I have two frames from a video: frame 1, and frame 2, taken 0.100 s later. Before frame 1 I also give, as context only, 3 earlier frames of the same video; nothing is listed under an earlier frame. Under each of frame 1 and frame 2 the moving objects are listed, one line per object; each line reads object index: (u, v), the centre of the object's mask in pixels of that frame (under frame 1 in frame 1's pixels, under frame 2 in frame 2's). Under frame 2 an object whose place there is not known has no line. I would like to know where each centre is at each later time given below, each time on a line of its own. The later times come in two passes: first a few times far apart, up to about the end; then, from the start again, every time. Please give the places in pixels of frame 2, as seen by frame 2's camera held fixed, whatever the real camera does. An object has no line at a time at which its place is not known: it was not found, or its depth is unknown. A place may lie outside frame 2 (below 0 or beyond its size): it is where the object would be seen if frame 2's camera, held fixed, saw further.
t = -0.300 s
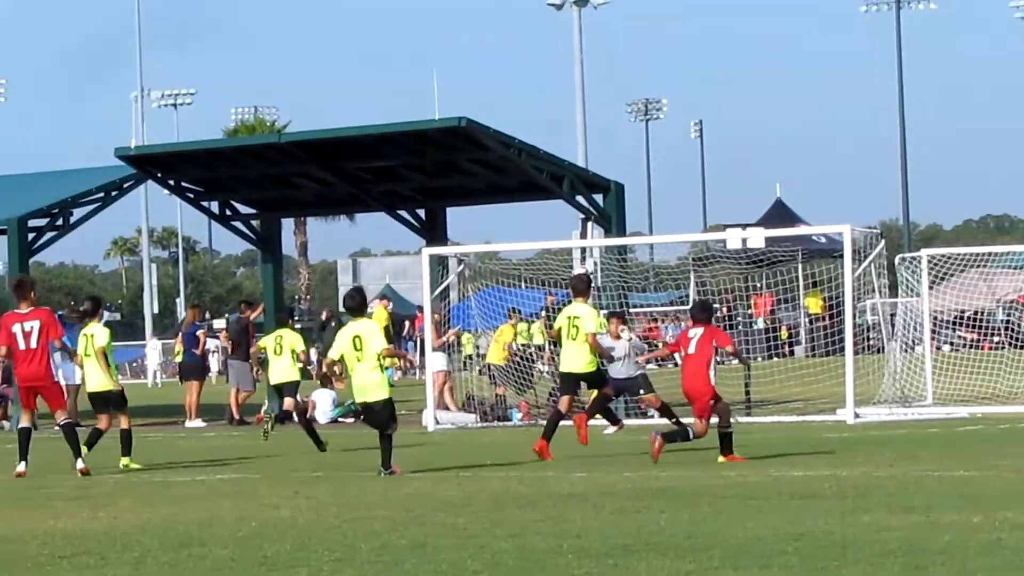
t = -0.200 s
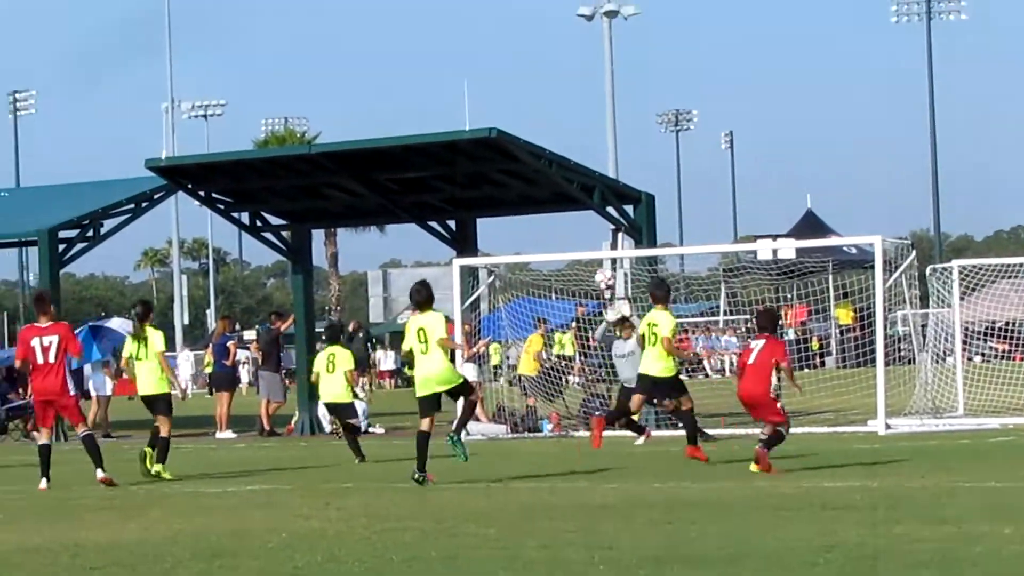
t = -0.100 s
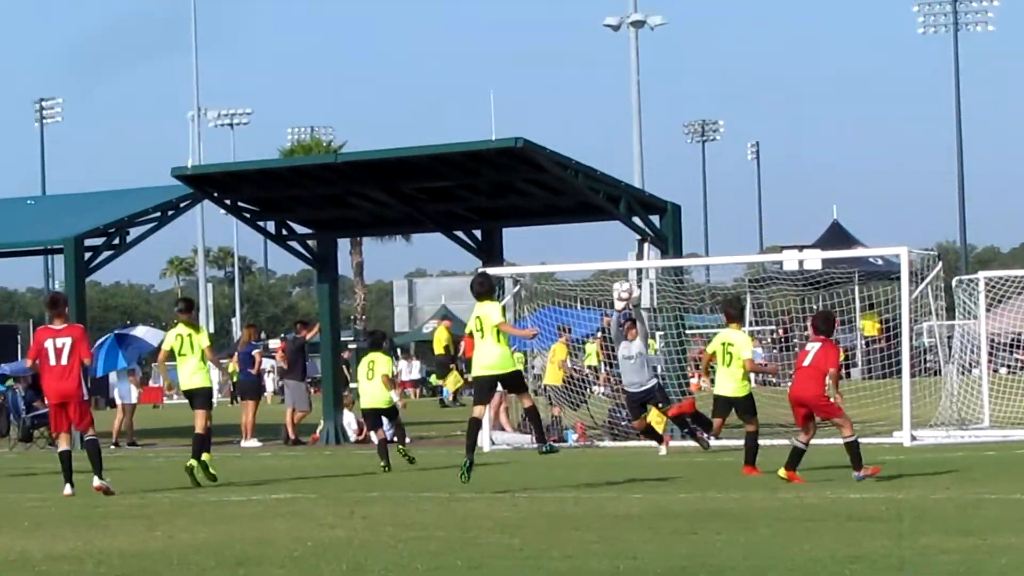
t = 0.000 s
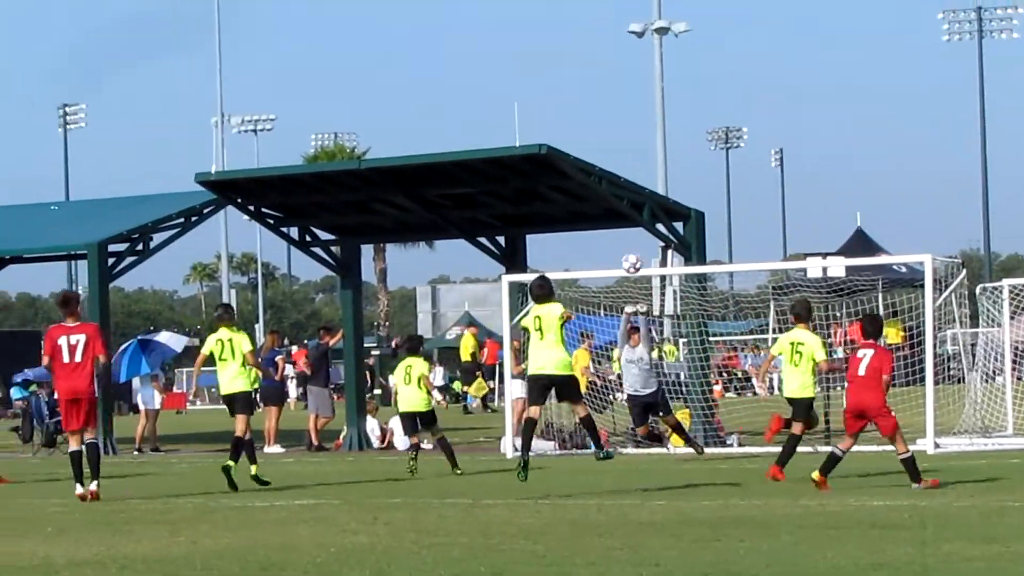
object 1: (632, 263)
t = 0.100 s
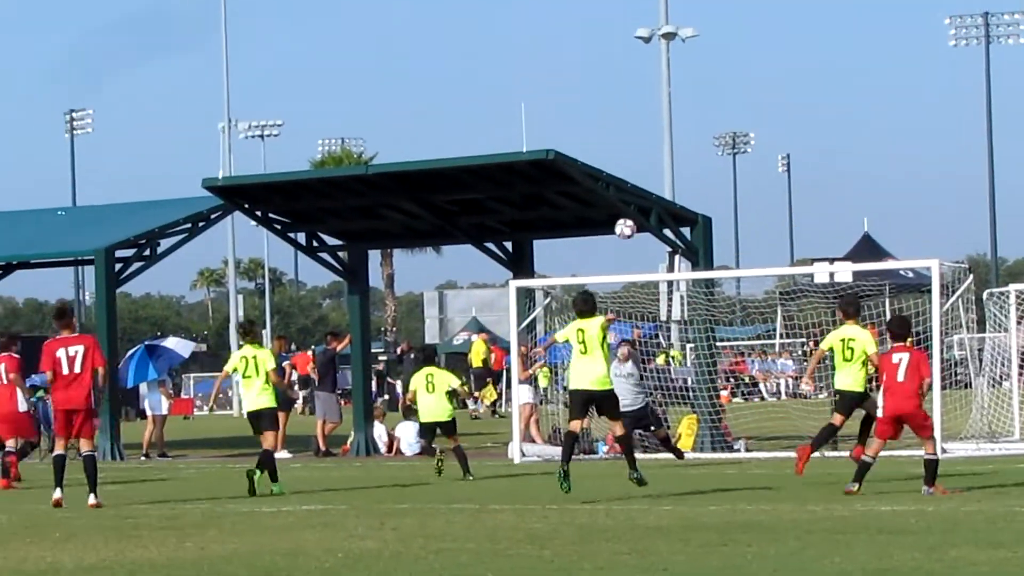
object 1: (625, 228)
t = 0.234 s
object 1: (607, 191)
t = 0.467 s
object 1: (578, 168)
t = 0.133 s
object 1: (620, 218)
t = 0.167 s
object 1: (616, 207)
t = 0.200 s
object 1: (611, 198)
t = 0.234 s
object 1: (607, 191)
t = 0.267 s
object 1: (603, 184)
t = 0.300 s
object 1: (598, 179)
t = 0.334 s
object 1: (594, 174)
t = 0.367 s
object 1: (590, 171)
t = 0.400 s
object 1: (586, 169)
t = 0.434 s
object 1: (582, 168)
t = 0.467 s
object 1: (578, 168)
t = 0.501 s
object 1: (574, 168)
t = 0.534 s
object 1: (570, 171)
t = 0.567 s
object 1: (566, 174)
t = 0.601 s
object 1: (563, 179)
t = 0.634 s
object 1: (559, 184)
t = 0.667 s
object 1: (555, 191)
